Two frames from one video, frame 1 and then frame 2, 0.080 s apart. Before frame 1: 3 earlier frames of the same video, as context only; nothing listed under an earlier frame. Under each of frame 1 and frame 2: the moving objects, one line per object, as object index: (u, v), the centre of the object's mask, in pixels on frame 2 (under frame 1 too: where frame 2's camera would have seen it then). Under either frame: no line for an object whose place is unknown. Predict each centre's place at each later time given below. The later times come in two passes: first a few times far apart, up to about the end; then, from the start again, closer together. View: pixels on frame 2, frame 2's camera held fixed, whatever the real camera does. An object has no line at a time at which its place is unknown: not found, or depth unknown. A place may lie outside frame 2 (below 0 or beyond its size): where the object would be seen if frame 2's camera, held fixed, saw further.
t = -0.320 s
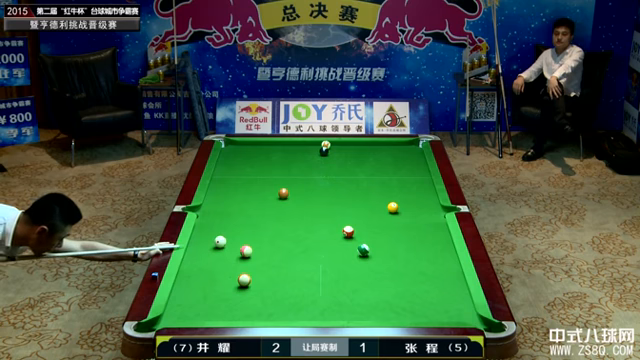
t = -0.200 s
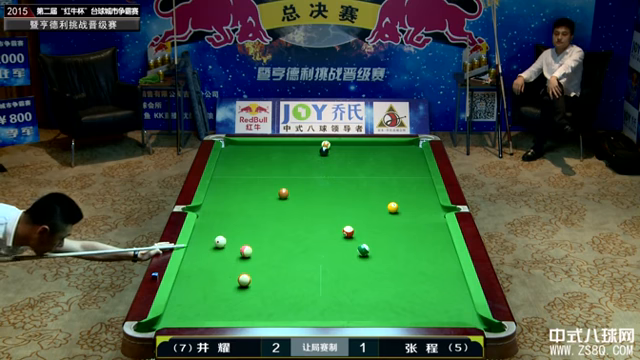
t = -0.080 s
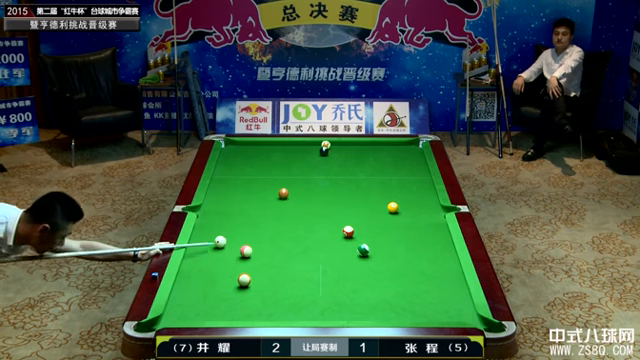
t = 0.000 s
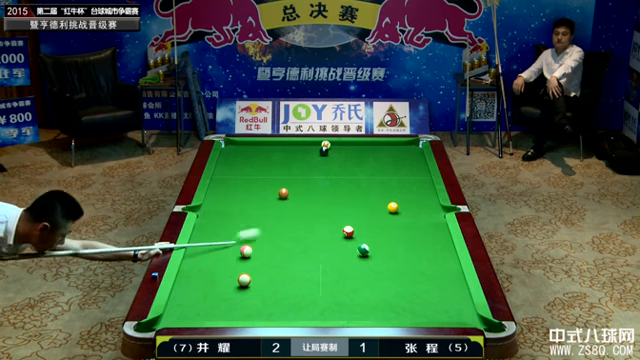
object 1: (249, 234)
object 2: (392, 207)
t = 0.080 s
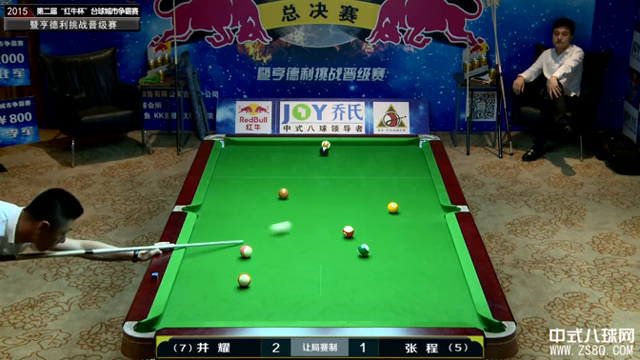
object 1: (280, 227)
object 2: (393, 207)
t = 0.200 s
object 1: (322, 218)
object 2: (392, 207)
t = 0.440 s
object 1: (383, 204)
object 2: (397, 207)
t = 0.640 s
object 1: (400, 193)
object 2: (427, 210)
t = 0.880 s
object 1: (421, 180)
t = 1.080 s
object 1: (416, 171)
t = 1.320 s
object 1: (403, 162)
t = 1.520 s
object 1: (393, 156)
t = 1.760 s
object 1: (382, 148)
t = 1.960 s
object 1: (373, 143)
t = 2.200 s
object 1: (370, 148)
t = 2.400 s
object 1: (366, 151)
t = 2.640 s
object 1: (362, 154)
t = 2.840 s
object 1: (359, 157)
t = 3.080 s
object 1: (356, 161)
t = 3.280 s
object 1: (353, 164)
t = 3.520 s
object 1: (350, 167)
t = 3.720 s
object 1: (347, 170)
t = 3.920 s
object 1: (345, 172)
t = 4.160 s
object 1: (342, 175)
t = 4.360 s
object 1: (341, 177)
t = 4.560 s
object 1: (340, 179)
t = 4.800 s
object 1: (337, 181)
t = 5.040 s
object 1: (336, 183)
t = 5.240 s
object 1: (334, 184)
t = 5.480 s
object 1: (333, 185)
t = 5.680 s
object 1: (332, 186)
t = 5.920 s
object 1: (331, 187)
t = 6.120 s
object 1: (330, 187)
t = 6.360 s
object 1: (329, 188)
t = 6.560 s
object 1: (329, 188)
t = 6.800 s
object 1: (329, 188)
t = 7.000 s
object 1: (329, 188)
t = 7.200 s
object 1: (329, 188)
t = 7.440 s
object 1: (329, 188)
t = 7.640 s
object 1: (329, 188)
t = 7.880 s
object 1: (329, 188)
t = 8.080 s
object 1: (329, 188)
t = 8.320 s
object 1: (329, 188)
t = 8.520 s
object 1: (329, 188)
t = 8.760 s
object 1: (329, 188)
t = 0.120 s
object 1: (295, 224)
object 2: (392, 207)
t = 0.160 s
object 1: (309, 222)
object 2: (392, 207)
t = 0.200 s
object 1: (322, 218)
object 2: (392, 207)
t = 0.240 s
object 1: (335, 216)
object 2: (392, 207)
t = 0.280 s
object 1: (346, 214)
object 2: (392, 207)
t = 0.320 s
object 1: (357, 211)
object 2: (393, 207)
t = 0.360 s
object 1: (368, 209)
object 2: (393, 207)
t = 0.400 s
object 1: (377, 207)
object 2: (392, 207)
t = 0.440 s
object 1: (383, 204)
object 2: (397, 207)
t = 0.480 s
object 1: (386, 202)
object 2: (404, 208)
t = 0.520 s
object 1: (389, 200)
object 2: (410, 208)
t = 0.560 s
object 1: (393, 197)
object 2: (416, 209)
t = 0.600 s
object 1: (397, 195)
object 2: (421, 209)
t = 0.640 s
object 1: (400, 193)
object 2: (427, 210)
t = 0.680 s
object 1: (404, 190)
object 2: (432, 210)
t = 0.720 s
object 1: (407, 188)
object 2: (438, 211)
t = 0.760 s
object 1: (411, 186)
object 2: (442, 211)
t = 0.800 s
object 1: (414, 184)
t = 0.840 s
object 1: (418, 182)
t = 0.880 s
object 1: (421, 180)
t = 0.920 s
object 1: (424, 178)
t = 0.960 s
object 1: (425, 176)
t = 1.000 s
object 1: (422, 174)
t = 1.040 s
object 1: (419, 173)
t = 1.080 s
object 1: (416, 171)
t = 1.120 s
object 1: (414, 170)
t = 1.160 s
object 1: (412, 168)
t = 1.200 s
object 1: (410, 167)
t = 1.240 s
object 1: (407, 165)
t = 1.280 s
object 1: (405, 164)
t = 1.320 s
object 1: (403, 162)
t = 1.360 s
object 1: (401, 161)
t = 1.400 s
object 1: (399, 160)
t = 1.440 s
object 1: (397, 158)
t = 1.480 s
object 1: (395, 157)
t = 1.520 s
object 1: (393, 156)
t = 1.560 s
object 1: (391, 154)
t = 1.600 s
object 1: (389, 153)
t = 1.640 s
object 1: (387, 151)
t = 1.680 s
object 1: (385, 150)
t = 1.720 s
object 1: (383, 149)
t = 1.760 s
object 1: (382, 148)
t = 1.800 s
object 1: (380, 147)
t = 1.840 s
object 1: (378, 145)
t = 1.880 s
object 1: (376, 145)
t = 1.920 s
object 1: (374, 143)
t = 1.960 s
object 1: (373, 143)
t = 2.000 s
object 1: (373, 144)
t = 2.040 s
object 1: (372, 145)
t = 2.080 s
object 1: (371, 146)
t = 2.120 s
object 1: (371, 146)
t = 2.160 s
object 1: (370, 147)
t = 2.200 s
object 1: (370, 148)
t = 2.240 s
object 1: (369, 148)
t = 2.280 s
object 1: (368, 149)
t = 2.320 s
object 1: (368, 150)
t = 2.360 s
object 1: (367, 150)
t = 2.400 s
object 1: (366, 151)
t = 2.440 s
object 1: (366, 151)
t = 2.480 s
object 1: (365, 152)
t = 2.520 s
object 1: (364, 152)
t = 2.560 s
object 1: (364, 153)
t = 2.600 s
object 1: (363, 154)
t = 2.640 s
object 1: (362, 154)
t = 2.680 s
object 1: (362, 155)
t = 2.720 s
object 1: (361, 156)
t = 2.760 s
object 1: (361, 156)
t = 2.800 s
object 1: (360, 157)
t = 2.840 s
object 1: (359, 157)
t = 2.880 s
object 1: (359, 158)
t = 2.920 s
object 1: (358, 159)
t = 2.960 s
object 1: (358, 159)
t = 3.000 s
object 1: (357, 160)
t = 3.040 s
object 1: (356, 160)
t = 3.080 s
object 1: (356, 161)
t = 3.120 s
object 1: (355, 162)
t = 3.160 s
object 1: (355, 162)
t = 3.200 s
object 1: (354, 163)
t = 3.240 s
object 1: (353, 163)
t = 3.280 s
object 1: (353, 164)
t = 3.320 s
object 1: (353, 164)
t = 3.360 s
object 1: (352, 165)
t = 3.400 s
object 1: (351, 166)
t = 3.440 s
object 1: (351, 166)
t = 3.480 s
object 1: (350, 167)
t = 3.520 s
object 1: (350, 167)
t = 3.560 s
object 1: (349, 168)
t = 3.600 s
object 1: (349, 168)
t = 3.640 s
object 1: (348, 169)
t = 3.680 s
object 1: (348, 169)
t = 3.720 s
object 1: (347, 170)
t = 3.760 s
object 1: (347, 170)
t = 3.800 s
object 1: (346, 171)
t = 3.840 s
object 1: (346, 171)
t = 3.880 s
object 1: (345, 172)
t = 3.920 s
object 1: (345, 172)
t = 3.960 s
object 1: (345, 172)
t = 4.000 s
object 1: (344, 173)
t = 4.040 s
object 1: (344, 174)
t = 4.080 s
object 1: (343, 174)
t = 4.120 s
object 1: (343, 174)
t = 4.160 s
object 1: (342, 175)
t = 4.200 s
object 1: (342, 175)
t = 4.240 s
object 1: (342, 176)
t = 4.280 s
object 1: (341, 176)
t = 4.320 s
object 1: (341, 177)
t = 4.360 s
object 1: (341, 177)
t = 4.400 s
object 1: (341, 177)
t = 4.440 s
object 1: (340, 178)
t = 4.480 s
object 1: (340, 178)
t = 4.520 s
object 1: (339, 178)
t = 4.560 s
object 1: (340, 179)
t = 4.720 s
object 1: (338, 180)
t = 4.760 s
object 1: (337, 180)
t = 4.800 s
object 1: (337, 181)
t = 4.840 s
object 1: (337, 181)
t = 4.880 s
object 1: (337, 181)
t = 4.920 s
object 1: (336, 182)
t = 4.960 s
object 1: (336, 182)
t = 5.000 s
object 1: (336, 182)
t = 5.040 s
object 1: (336, 183)
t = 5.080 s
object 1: (335, 183)
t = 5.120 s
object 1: (335, 183)
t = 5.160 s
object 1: (335, 183)
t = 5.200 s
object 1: (335, 184)
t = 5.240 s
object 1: (334, 184)
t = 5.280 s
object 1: (334, 184)
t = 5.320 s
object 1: (334, 184)
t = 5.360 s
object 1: (334, 185)
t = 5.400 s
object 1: (333, 185)
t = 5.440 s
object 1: (333, 185)
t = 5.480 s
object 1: (333, 185)
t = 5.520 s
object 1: (333, 186)
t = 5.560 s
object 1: (333, 186)
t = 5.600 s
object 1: (332, 186)
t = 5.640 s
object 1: (332, 186)
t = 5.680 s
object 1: (332, 186)
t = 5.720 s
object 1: (332, 186)
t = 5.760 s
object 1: (332, 187)
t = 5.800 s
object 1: (332, 187)
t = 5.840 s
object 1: (332, 187)
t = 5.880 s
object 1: (331, 187)
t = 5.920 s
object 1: (331, 187)
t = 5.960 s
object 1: (331, 187)
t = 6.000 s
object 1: (331, 187)
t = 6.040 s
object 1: (331, 187)
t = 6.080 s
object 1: (331, 187)
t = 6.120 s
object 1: (330, 187)
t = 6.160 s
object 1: (330, 188)
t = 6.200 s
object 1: (330, 188)
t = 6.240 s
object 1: (330, 188)
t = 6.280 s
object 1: (330, 188)
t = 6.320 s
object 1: (330, 188)
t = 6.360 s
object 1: (329, 188)
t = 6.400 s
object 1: (329, 188)
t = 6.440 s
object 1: (329, 188)
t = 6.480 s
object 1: (329, 188)
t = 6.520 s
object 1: (329, 188)
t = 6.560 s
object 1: (329, 188)
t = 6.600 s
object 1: (329, 188)
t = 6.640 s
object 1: (329, 188)
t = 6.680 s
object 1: (329, 188)
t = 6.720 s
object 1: (329, 188)
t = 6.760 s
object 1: (329, 188)
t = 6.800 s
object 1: (329, 188)
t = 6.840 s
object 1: (329, 188)
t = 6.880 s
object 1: (329, 188)
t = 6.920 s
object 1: (329, 188)
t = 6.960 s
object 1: (329, 188)
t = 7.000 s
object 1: (329, 188)
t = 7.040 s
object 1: (329, 188)
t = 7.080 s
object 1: (329, 188)
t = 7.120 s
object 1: (329, 188)
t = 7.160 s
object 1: (329, 188)
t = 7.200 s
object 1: (329, 188)
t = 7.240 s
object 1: (329, 188)
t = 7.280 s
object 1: (329, 188)
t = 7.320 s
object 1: (329, 188)
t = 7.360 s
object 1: (329, 188)
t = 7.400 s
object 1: (329, 188)
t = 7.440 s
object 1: (329, 188)
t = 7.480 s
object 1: (329, 188)
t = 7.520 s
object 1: (329, 188)
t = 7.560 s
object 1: (329, 188)
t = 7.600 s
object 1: (329, 188)
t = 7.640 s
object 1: (329, 188)
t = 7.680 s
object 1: (329, 188)
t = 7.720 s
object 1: (329, 188)
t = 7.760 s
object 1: (329, 188)
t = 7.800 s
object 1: (329, 188)
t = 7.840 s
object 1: (329, 188)
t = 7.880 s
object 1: (329, 188)
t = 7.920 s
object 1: (329, 188)
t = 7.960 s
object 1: (329, 188)
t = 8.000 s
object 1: (329, 188)
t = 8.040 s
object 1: (329, 188)
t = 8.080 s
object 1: (329, 188)
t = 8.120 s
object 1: (329, 188)
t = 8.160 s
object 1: (329, 188)
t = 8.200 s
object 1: (329, 188)
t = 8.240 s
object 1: (329, 188)
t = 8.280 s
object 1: (329, 188)
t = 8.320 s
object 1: (329, 188)
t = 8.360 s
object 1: (329, 188)
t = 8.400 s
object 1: (329, 188)
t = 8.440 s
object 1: (329, 188)
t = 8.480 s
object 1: (329, 188)
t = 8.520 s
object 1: (329, 188)
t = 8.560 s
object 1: (329, 188)
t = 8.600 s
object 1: (329, 188)
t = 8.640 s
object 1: (329, 188)
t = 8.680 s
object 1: (329, 188)
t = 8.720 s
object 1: (329, 188)
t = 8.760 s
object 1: (329, 188)
